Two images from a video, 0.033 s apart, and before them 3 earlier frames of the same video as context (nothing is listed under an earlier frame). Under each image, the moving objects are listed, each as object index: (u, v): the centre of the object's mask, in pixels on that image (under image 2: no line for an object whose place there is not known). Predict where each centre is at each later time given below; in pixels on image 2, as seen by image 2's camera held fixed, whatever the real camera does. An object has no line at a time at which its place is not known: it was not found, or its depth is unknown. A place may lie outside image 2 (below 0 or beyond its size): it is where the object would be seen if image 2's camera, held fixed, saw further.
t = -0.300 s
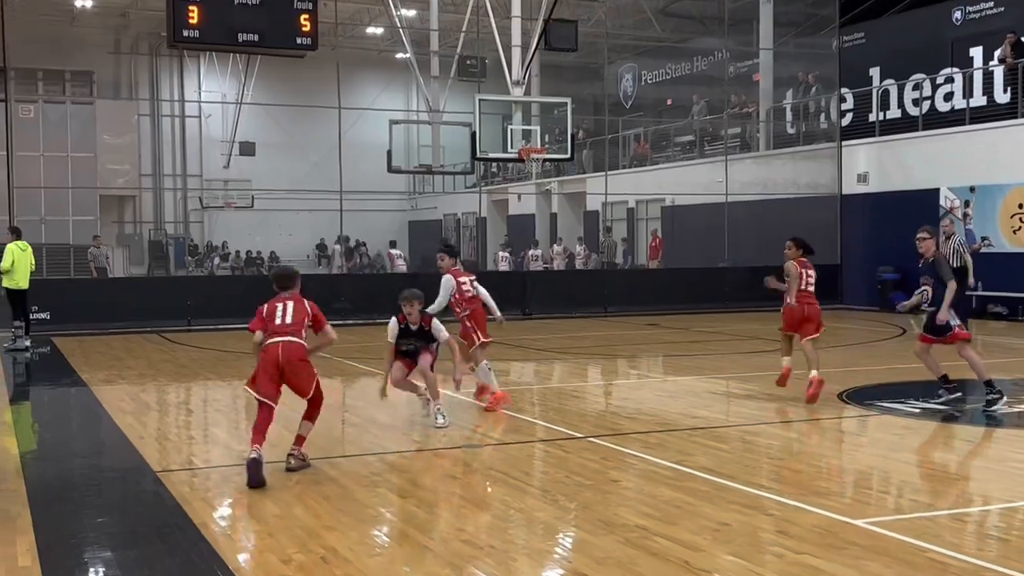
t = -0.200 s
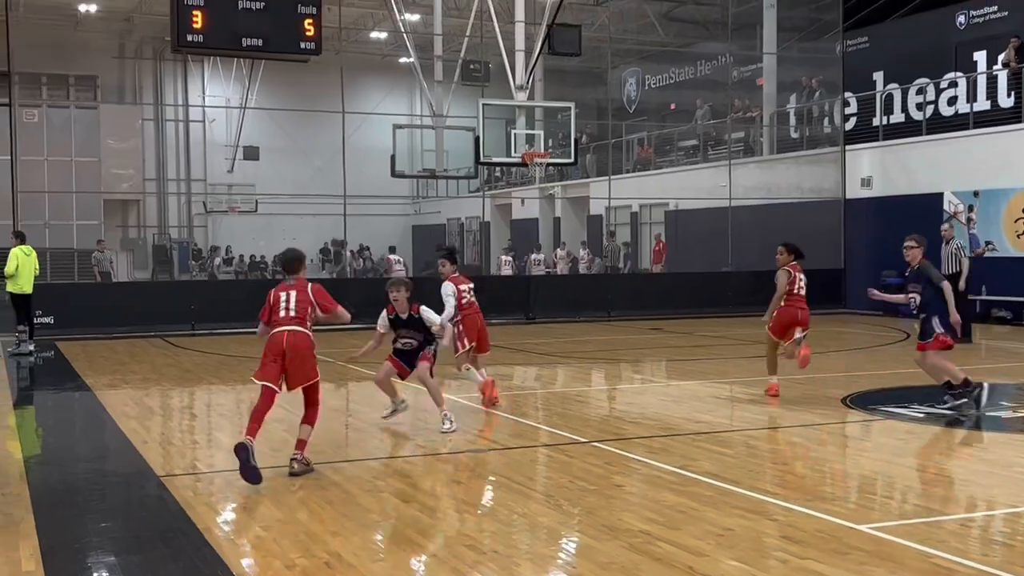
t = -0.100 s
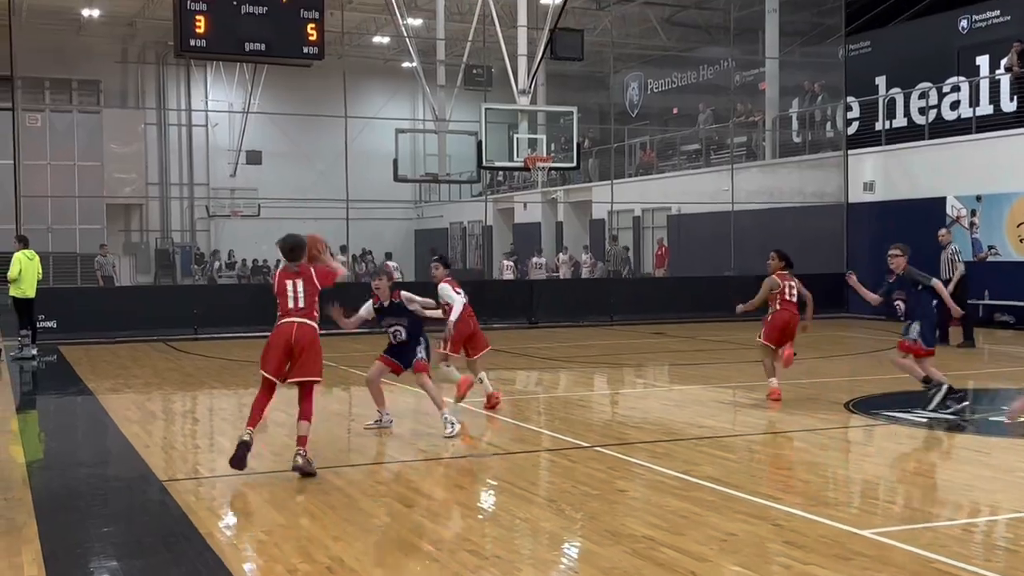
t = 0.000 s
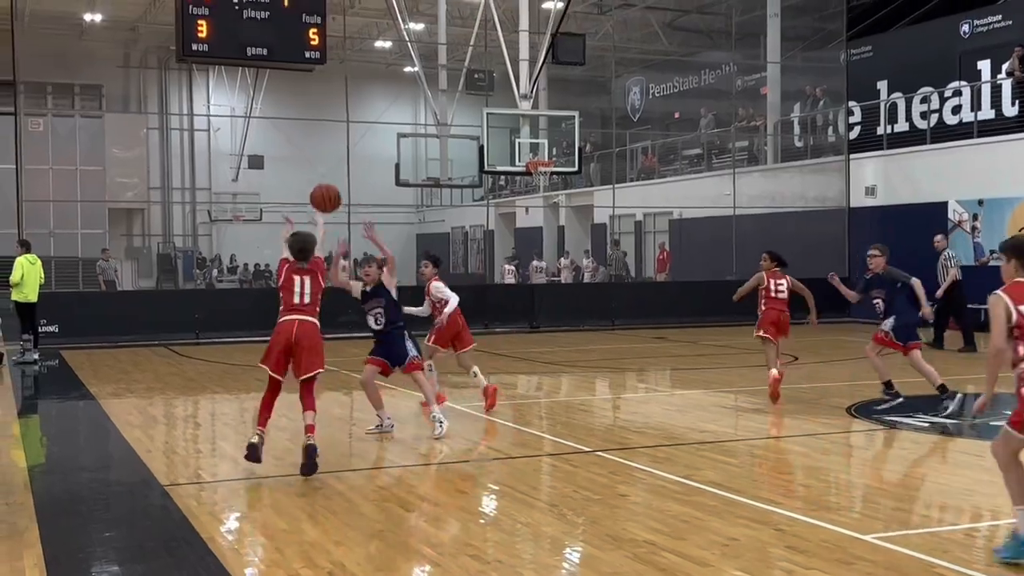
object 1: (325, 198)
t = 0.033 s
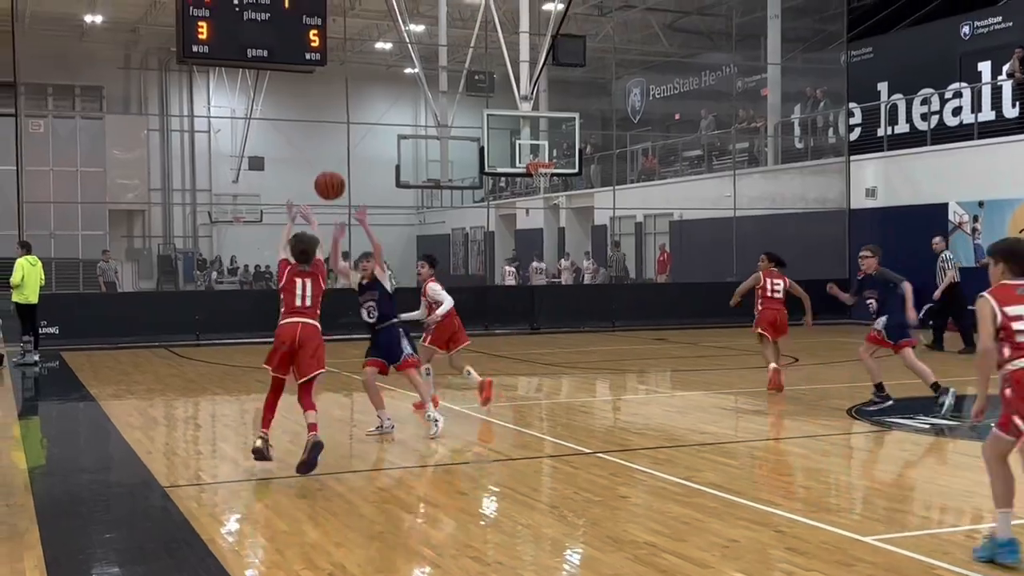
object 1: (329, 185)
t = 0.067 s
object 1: (333, 173)
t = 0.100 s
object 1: (336, 163)
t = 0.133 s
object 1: (339, 154)
